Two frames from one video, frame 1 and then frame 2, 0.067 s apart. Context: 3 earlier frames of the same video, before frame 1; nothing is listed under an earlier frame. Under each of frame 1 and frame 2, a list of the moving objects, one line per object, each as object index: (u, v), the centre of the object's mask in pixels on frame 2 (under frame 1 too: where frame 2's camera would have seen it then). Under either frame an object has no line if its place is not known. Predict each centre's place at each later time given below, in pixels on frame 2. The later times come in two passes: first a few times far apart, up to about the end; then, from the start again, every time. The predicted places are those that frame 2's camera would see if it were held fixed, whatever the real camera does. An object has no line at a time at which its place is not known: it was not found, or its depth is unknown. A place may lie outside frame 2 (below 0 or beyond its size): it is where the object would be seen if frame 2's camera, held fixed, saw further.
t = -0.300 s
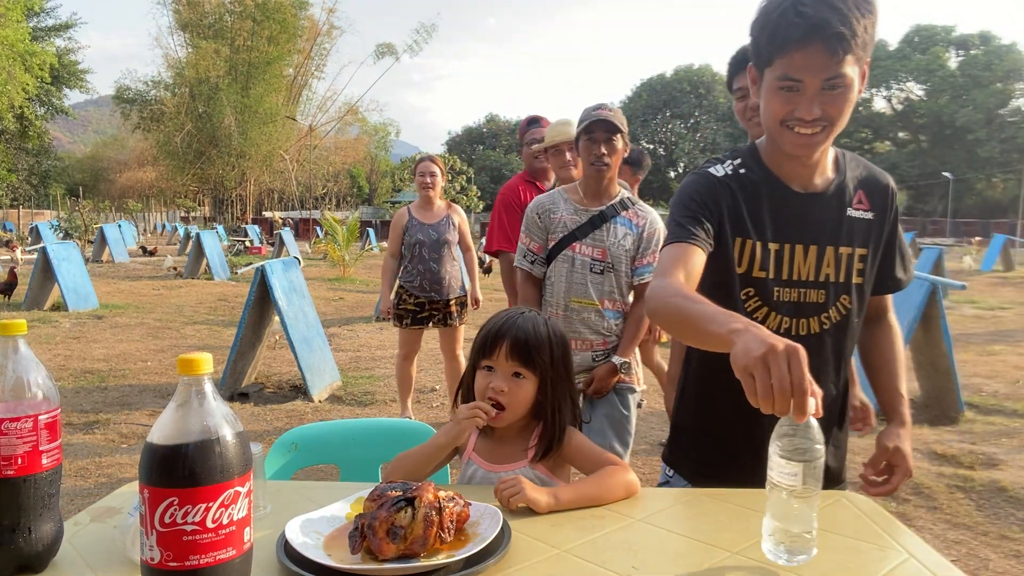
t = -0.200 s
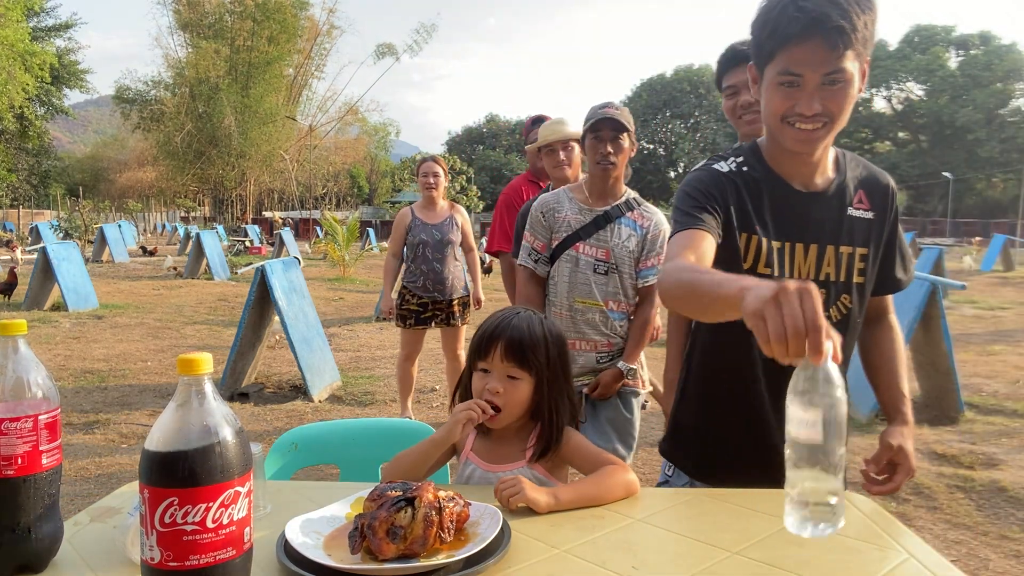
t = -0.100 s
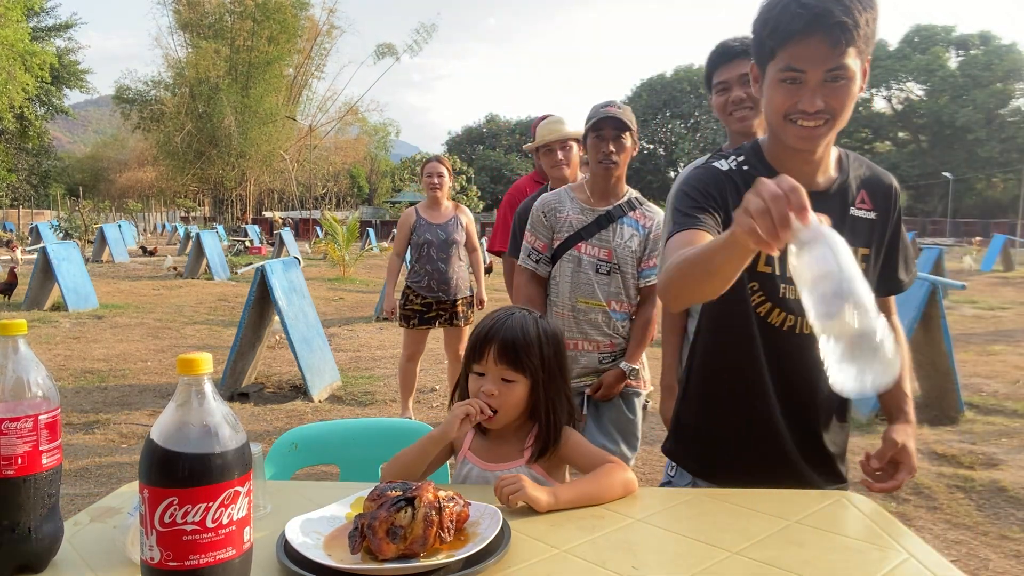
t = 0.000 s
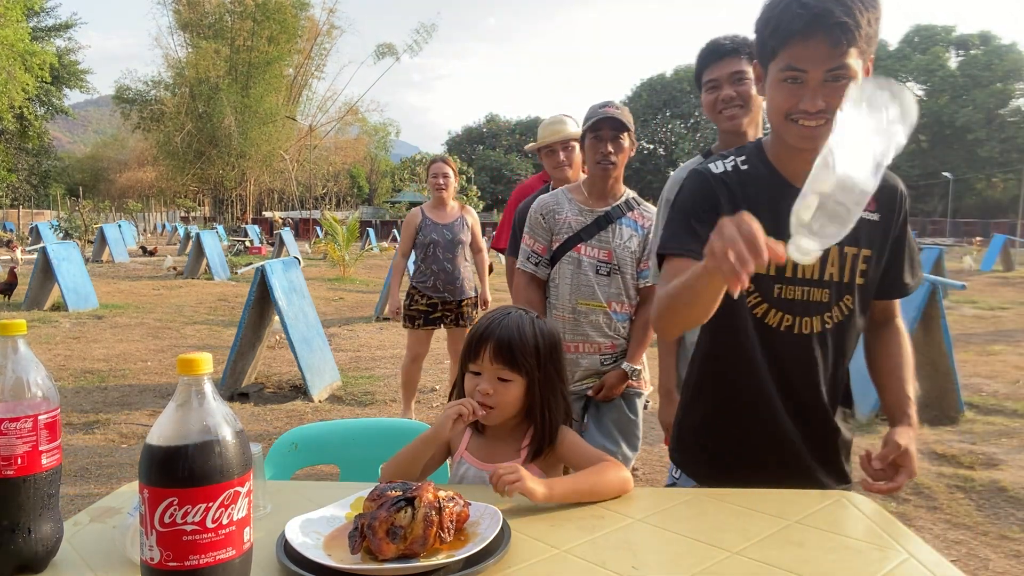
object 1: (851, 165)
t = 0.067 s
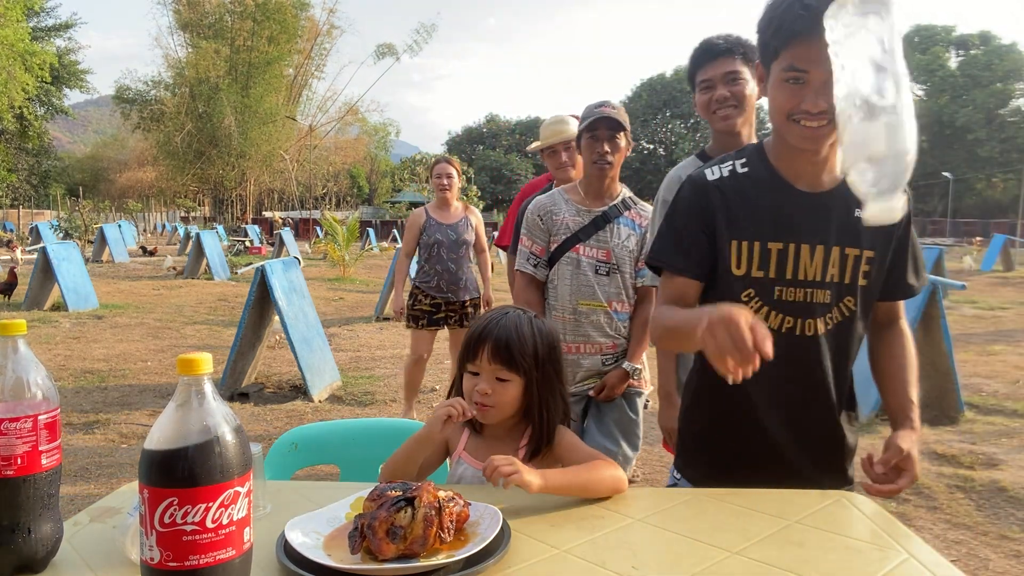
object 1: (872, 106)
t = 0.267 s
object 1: (865, 72)
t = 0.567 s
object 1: (793, 506)
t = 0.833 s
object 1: (724, 548)
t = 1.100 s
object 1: (701, 553)
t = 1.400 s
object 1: (667, 554)
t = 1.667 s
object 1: (636, 556)
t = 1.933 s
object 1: (601, 558)
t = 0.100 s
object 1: (888, 75)
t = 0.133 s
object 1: (896, 39)
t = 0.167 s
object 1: (879, 25)
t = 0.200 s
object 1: (864, 35)
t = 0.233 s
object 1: (863, 50)
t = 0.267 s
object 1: (865, 72)
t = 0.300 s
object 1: (861, 111)
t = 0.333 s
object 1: (854, 164)
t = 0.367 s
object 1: (846, 228)
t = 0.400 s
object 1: (838, 302)
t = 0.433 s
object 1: (831, 384)
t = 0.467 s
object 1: (823, 472)
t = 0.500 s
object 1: (815, 511)
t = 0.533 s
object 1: (801, 508)
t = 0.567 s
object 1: (793, 506)
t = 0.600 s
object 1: (783, 505)
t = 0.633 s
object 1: (774, 506)
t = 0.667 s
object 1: (764, 509)
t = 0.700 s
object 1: (753, 513)
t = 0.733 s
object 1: (742, 523)
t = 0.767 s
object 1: (732, 540)
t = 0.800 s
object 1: (727, 548)
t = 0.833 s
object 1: (724, 548)
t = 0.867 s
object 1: (721, 551)
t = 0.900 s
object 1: (719, 551)
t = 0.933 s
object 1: (715, 551)
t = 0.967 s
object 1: (712, 552)
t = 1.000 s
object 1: (709, 552)
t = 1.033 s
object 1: (707, 552)
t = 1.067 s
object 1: (704, 552)
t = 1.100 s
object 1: (701, 553)
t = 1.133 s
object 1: (697, 553)
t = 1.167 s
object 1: (693, 553)
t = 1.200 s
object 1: (690, 553)
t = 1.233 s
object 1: (687, 553)
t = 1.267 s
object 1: (683, 553)
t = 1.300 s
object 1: (680, 553)
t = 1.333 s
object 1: (676, 553)
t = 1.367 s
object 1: (672, 554)
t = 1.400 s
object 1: (667, 554)
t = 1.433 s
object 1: (664, 554)
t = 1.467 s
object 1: (660, 554)
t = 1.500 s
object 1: (656, 555)
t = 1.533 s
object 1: (651, 555)
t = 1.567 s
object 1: (647, 555)
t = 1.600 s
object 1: (643, 555)
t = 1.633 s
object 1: (639, 556)
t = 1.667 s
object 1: (636, 556)
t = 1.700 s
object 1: (632, 556)
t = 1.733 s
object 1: (627, 556)
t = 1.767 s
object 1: (622, 556)
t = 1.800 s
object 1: (617, 557)
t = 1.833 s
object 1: (613, 557)
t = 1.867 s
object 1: (609, 557)
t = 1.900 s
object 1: (606, 558)
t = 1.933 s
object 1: (601, 558)
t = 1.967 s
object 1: (595, 558)
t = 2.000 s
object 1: (590, 558)
